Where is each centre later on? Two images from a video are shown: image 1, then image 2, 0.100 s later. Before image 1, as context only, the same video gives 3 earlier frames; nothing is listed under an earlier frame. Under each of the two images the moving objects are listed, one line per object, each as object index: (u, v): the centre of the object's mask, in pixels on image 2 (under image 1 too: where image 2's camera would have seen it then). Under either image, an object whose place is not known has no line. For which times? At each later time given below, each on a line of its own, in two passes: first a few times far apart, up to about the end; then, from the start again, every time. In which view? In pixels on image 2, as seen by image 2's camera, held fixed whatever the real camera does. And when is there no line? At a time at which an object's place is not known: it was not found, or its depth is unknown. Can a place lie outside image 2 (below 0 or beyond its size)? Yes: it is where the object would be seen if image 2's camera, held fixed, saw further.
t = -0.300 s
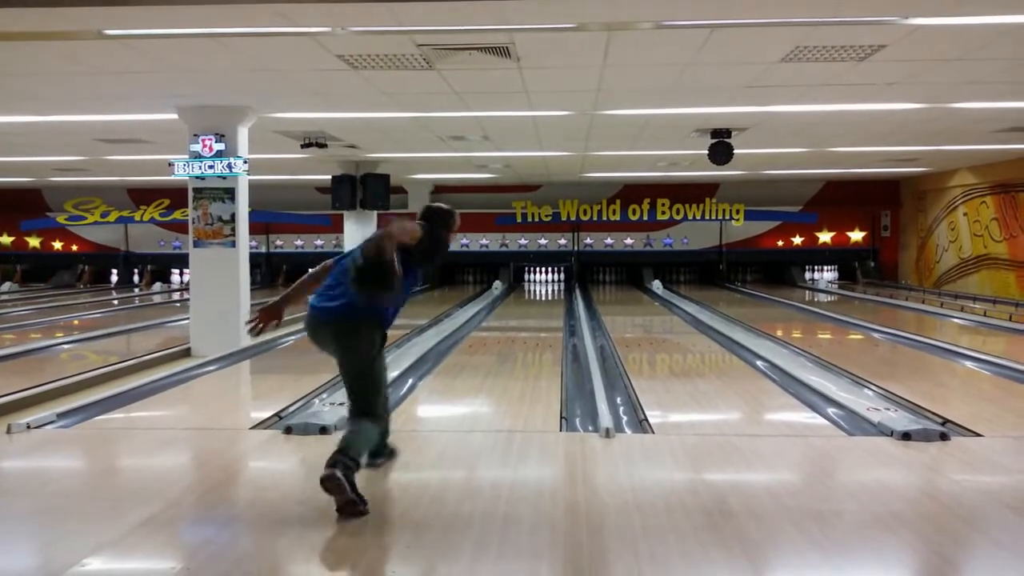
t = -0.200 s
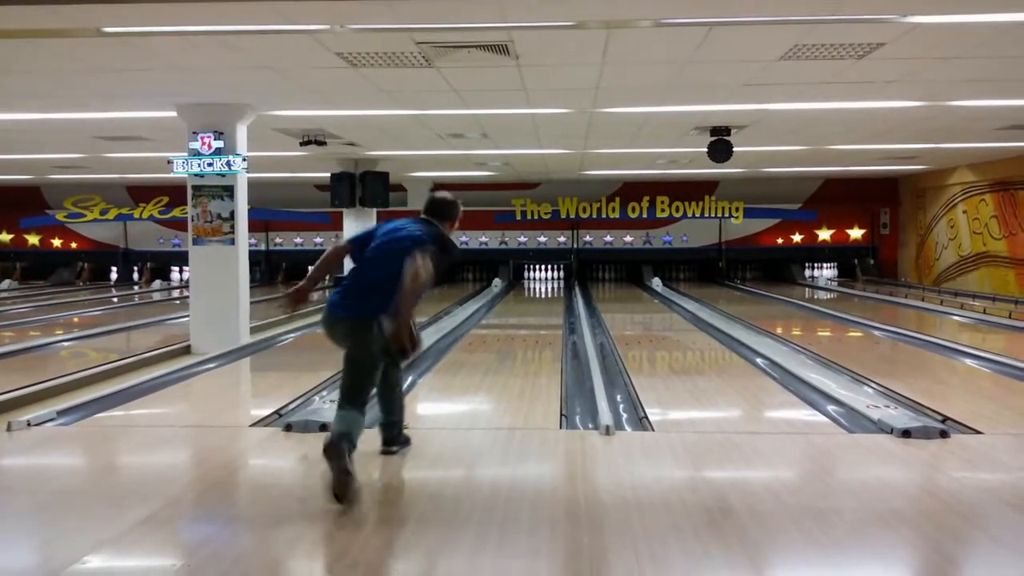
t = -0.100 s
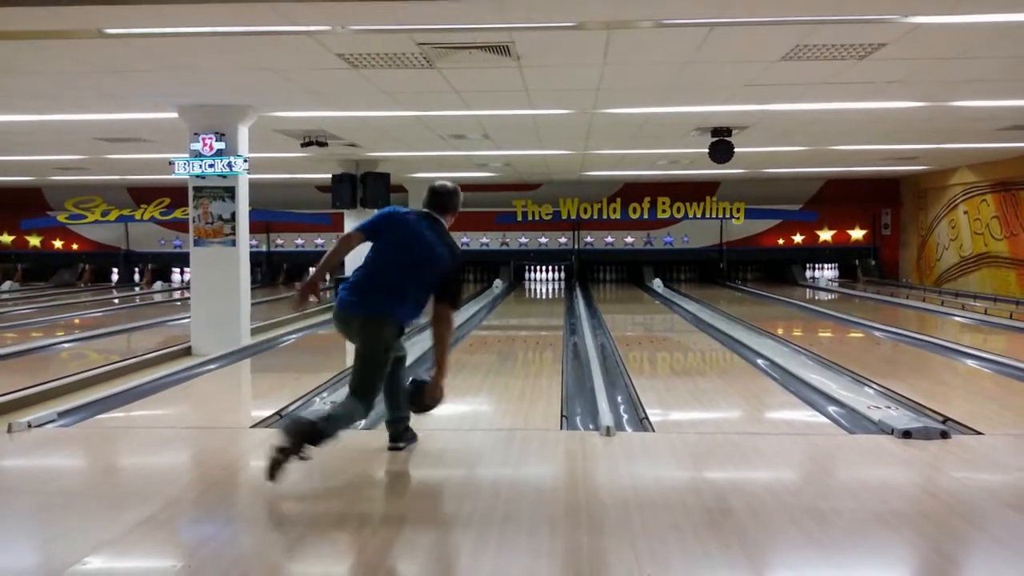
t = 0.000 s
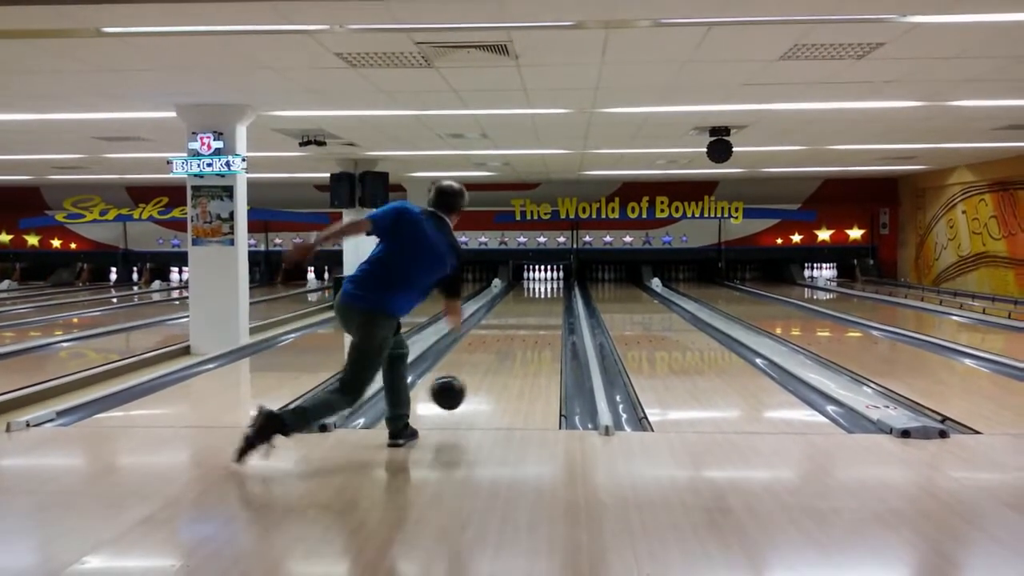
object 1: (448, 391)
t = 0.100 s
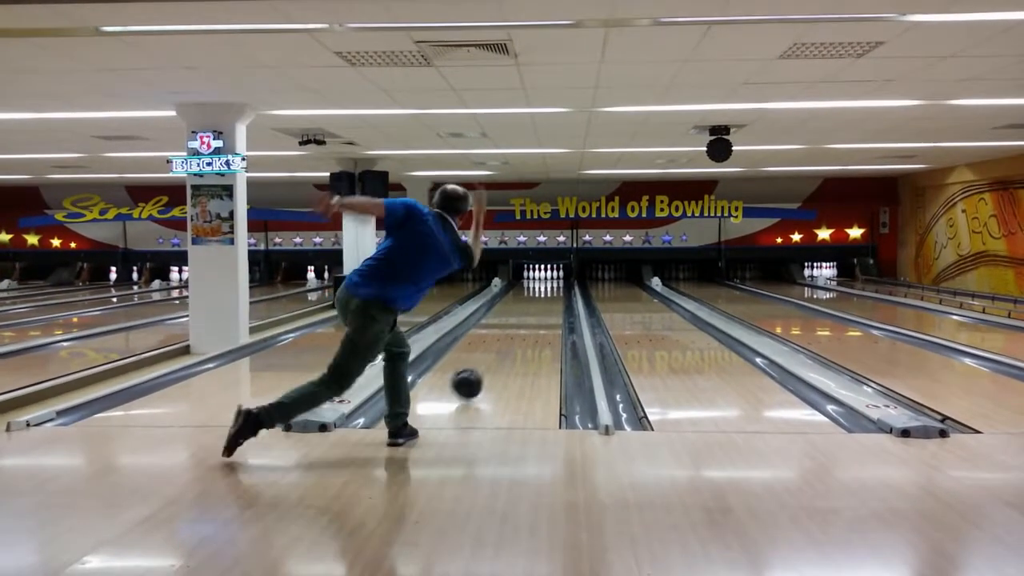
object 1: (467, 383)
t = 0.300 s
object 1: (493, 356)
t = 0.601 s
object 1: (517, 329)
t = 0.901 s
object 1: (532, 314)
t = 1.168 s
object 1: (540, 303)
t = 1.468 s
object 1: (547, 294)
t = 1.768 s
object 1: (552, 287)
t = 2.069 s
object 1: (553, 283)
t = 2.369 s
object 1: (549, 279)
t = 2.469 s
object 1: (548, 277)
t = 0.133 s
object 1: (472, 378)
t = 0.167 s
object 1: (477, 374)
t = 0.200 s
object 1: (481, 370)
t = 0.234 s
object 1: (485, 365)
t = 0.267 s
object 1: (489, 360)
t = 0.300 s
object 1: (493, 356)
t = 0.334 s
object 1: (496, 353)
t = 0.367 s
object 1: (499, 350)
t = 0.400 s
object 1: (502, 346)
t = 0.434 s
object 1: (505, 343)
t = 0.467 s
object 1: (508, 340)
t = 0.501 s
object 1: (510, 337)
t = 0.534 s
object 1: (512, 335)
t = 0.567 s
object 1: (515, 331)
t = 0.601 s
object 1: (517, 329)
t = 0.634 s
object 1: (519, 327)
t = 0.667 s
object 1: (521, 325)
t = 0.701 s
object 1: (522, 323)
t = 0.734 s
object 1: (524, 321)
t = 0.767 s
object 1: (526, 319)
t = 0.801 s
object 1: (527, 318)
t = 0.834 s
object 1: (529, 317)
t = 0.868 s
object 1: (531, 315)
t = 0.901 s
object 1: (532, 314)
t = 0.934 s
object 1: (533, 312)
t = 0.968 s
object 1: (534, 311)
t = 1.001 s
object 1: (535, 310)
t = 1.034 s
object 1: (537, 308)
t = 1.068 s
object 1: (538, 307)
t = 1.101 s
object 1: (538, 306)
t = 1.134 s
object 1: (540, 304)
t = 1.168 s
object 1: (540, 303)
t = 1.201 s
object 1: (541, 302)
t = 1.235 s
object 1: (542, 301)
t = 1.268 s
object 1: (543, 299)
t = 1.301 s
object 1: (544, 298)
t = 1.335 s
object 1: (545, 297)
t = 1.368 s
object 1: (545, 296)
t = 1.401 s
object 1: (546, 295)
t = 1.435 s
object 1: (547, 295)
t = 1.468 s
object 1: (547, 294)
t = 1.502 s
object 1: (548, 293)
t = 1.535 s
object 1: (548, 292)
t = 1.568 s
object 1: (549, 291)
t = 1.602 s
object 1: (550, 291)
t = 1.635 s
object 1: (550, 290)
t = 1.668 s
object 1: (551, 289)
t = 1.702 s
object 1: (551, 288)
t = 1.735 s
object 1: (551, 287)
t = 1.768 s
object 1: (552, 287)
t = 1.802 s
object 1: (552, 286)
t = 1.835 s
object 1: (553, 286)
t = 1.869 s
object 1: (553, 285)
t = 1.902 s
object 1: (553, 285)
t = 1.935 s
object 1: (553, 284)
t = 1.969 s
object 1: (552, 284)
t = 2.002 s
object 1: (553, 283)
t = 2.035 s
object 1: (553, 283)
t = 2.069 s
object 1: (553, 283)
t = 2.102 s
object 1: (553, 282)
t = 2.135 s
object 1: (553, 281)
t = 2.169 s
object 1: (553, 282)
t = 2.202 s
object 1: (552, 280)
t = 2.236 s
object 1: (551, 279)
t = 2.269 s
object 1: (550, 279)
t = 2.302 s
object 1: (550, 279)
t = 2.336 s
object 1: (549, 280)
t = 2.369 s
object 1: (549, 279)
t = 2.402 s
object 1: (548, 278)
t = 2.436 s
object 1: (548, 277)
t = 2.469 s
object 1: (548, 277)
